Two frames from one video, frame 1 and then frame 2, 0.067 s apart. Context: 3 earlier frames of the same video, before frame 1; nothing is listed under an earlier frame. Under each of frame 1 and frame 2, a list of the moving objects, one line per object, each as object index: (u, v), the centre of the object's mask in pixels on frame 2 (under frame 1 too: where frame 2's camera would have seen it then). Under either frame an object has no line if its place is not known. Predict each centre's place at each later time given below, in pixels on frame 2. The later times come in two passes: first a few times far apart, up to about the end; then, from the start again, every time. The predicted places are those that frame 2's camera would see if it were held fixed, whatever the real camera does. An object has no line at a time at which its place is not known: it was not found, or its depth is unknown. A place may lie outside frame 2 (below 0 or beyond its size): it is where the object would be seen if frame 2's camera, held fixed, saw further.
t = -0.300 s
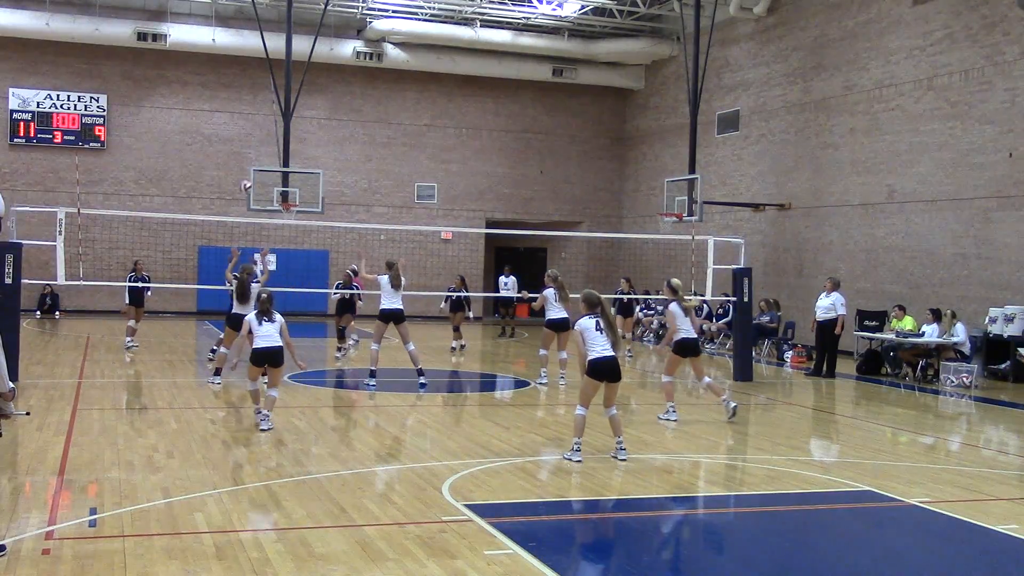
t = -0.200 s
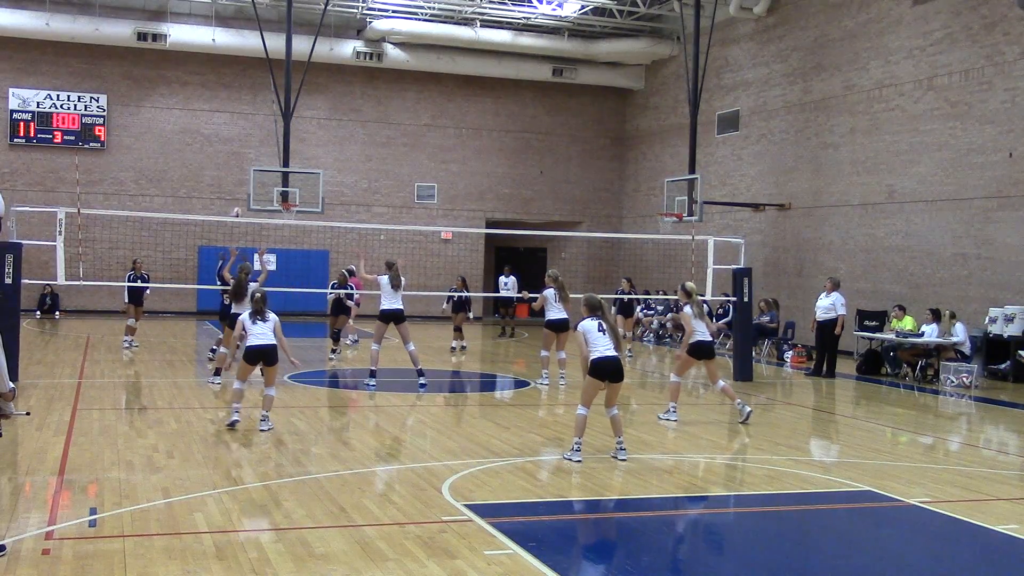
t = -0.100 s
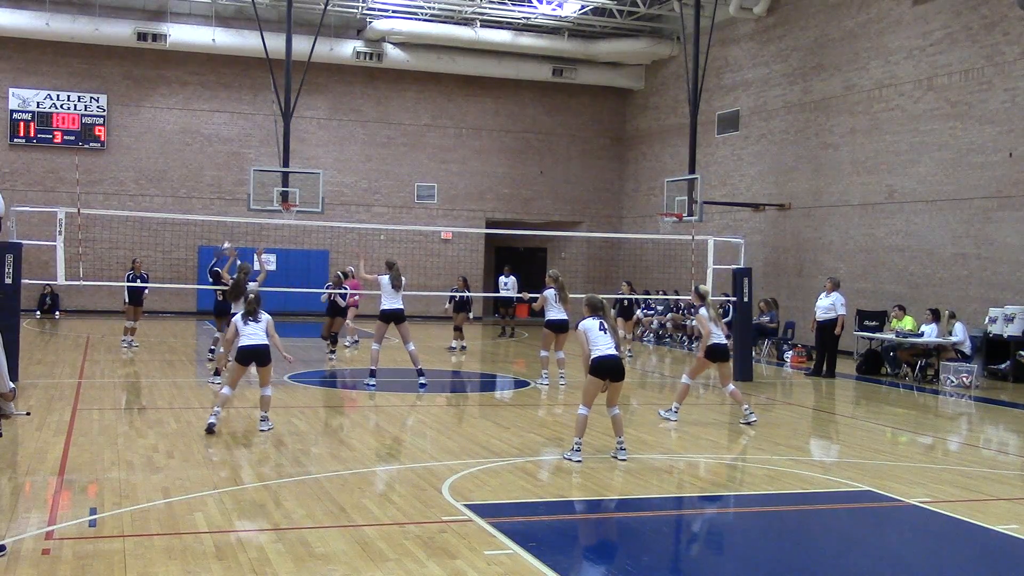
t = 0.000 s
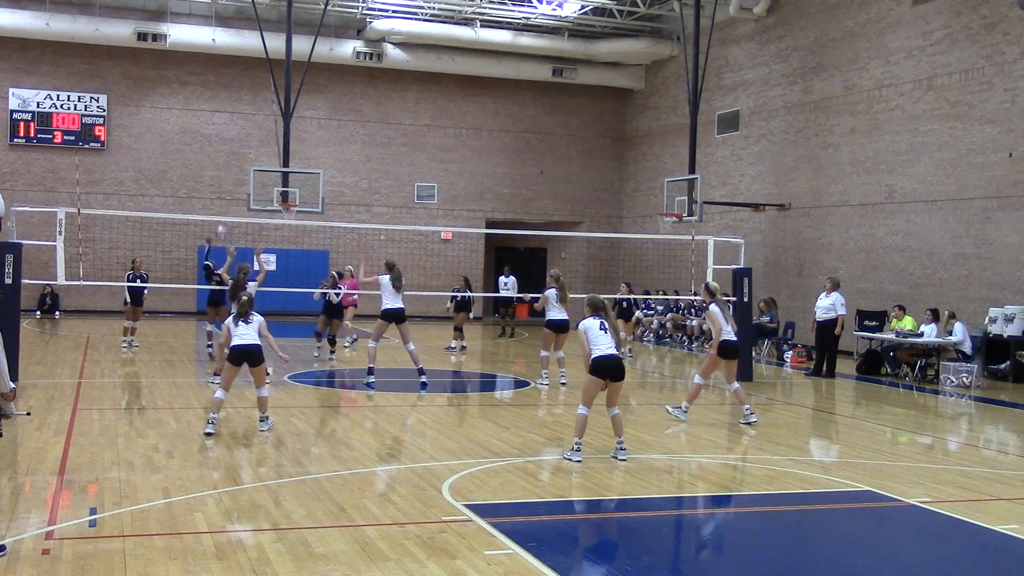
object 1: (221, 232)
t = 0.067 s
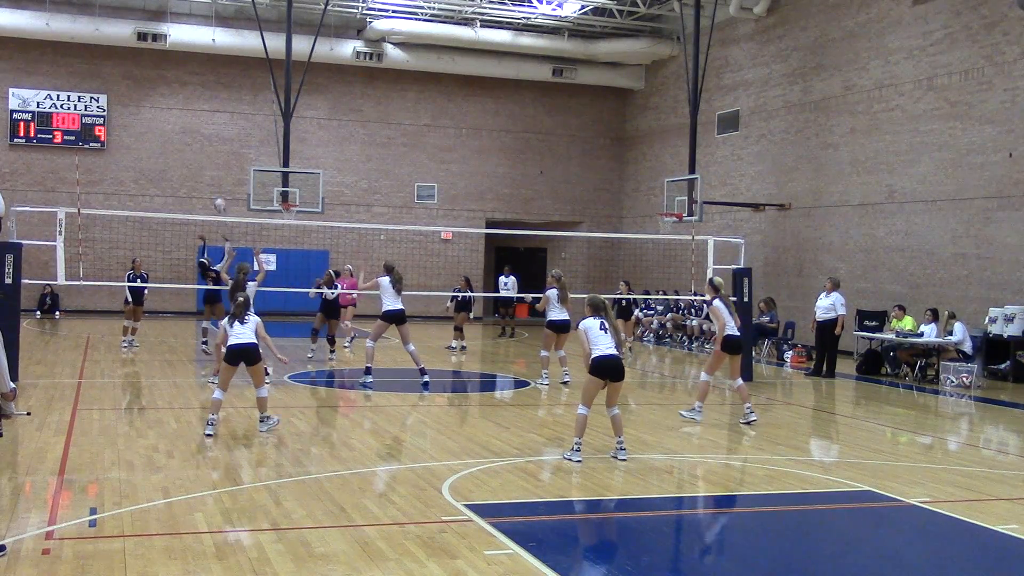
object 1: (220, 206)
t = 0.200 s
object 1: (218, 159)
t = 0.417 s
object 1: (214, 110)
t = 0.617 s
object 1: (209, 92)
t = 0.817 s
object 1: (205, 95)
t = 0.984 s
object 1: (201, 115)
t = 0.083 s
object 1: (219, 198)
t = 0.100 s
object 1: (219, 192)
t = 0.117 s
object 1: (219, 186)
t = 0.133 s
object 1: (219, 180)
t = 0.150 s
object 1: (218, 174)
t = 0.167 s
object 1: (218, 169)
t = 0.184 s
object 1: (218, 164)
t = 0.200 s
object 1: (218, 159)
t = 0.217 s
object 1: (217, 154)
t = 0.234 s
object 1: (217, 150)
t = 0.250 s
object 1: (217, 145)
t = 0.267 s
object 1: (217, 141)
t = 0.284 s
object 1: (216, 136)
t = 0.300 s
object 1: (216, 132)
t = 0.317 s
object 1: (216, 129)
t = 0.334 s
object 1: (215, 125)
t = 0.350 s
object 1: (215, 122)
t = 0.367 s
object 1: (215, 119)
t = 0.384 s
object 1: (215, 116)
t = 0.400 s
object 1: (214, 113)
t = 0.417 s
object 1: (214, 110)
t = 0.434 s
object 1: (214, 107)
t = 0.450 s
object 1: (213, 105)
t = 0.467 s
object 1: (213, 103)
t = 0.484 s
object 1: (212, 101)
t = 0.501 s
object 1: (211, 100)
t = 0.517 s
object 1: (211, 98)
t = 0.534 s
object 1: (211, 97)
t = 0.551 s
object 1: (211, 95)
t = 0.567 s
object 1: (210, 94)
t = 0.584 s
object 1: (210, 93)
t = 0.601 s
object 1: (210, 92)
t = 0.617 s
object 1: (209, 92)
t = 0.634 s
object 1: (209, 91)
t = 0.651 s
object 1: (209, 91)
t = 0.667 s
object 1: (208, 90)
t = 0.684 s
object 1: (208, 90)
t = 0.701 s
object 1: (208, 90)
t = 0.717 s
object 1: (207, 91)
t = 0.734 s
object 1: (207, 91)
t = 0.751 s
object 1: (207, 92)
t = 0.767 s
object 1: (206, 92)
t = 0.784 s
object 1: (206, 93)
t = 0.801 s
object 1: (206, 94)
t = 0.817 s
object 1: (205, 95)
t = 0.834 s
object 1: (205, 96)
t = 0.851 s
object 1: (204, 98)
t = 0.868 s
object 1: (204, 100)
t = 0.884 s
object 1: (203, 101)
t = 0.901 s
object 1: (203, 103)
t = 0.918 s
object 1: (203, 105)
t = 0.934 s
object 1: (202, 107)
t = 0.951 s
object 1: (202, 110)
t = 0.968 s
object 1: (201, 112)
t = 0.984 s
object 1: (201, 115)
